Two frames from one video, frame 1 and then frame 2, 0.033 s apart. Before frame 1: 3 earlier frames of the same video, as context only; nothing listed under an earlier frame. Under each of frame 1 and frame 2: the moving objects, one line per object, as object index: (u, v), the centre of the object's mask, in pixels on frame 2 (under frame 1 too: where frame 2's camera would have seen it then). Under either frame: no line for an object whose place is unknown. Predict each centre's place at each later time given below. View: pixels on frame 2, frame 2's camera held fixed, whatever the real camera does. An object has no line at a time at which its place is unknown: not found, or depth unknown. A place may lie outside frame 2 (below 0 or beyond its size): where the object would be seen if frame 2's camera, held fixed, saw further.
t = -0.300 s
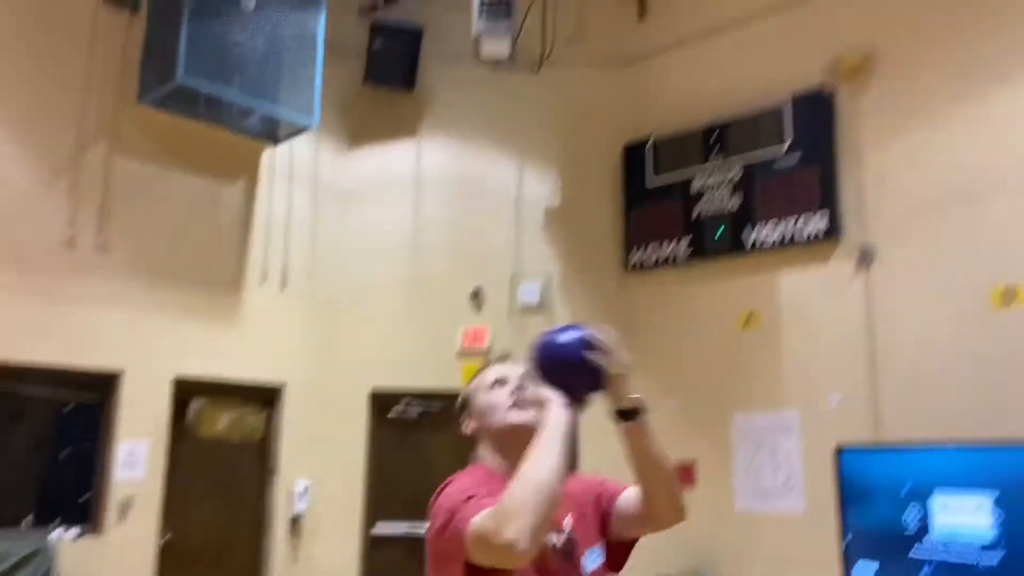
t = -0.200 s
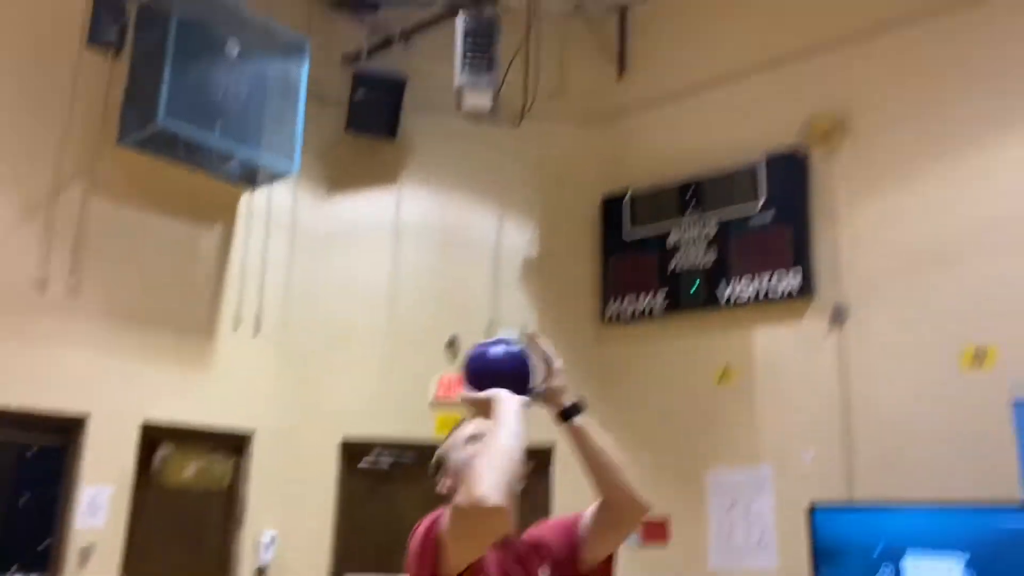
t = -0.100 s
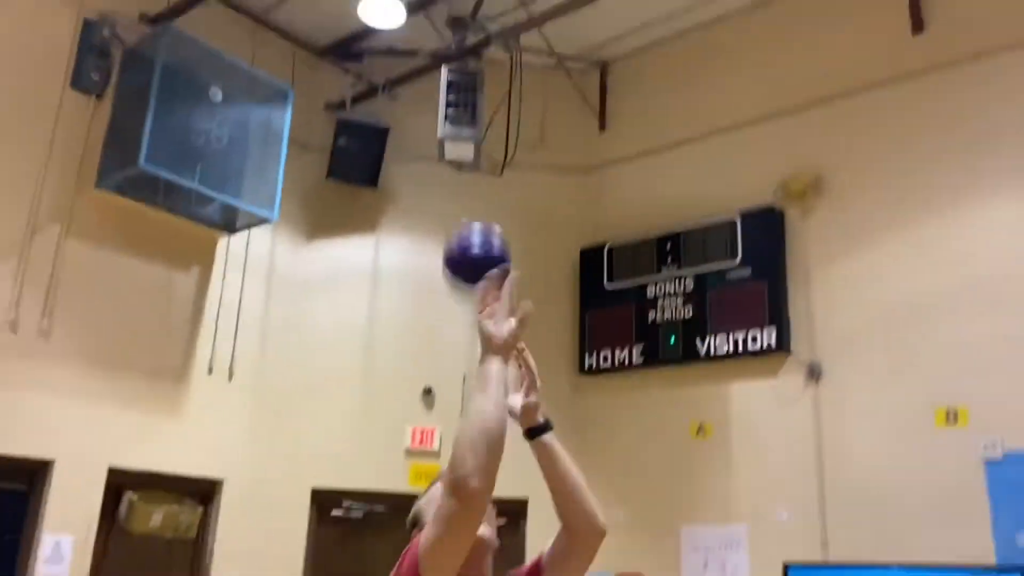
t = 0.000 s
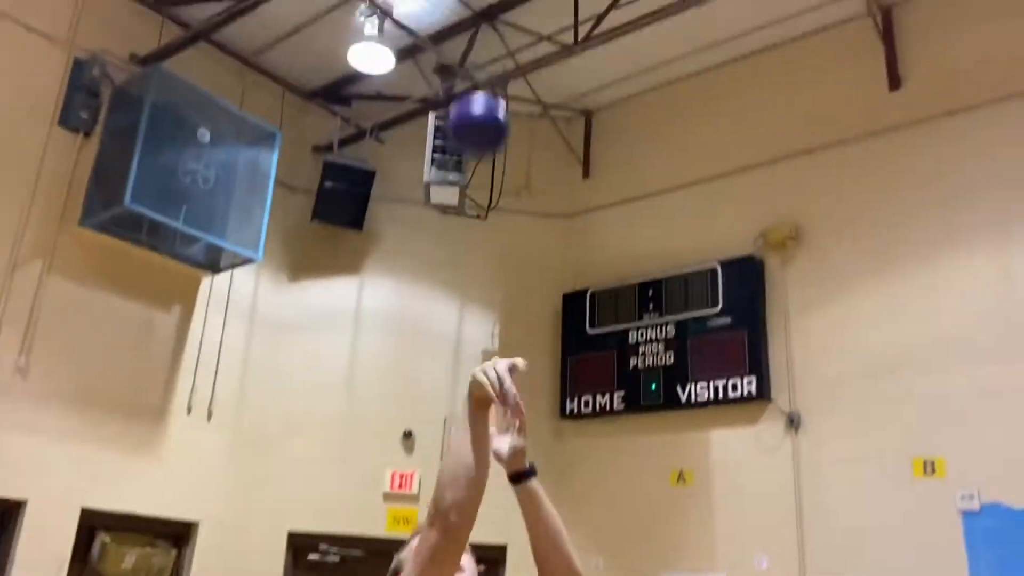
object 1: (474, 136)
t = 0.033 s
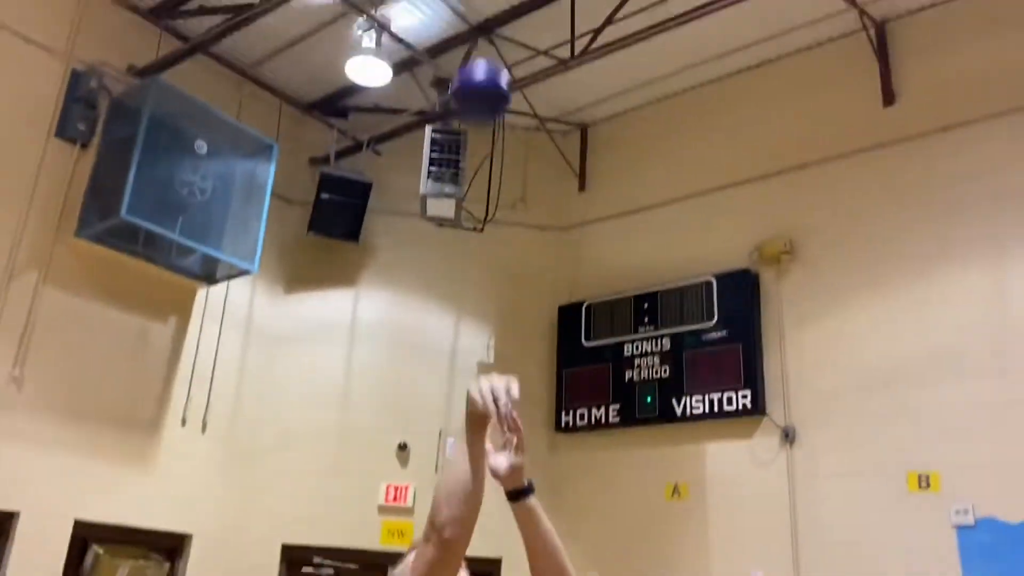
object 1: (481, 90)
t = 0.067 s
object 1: (486, 50)
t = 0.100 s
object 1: (492, 13)
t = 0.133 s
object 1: (496, -14)
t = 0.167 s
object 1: (501, -33)
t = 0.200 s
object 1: (505, -48)
